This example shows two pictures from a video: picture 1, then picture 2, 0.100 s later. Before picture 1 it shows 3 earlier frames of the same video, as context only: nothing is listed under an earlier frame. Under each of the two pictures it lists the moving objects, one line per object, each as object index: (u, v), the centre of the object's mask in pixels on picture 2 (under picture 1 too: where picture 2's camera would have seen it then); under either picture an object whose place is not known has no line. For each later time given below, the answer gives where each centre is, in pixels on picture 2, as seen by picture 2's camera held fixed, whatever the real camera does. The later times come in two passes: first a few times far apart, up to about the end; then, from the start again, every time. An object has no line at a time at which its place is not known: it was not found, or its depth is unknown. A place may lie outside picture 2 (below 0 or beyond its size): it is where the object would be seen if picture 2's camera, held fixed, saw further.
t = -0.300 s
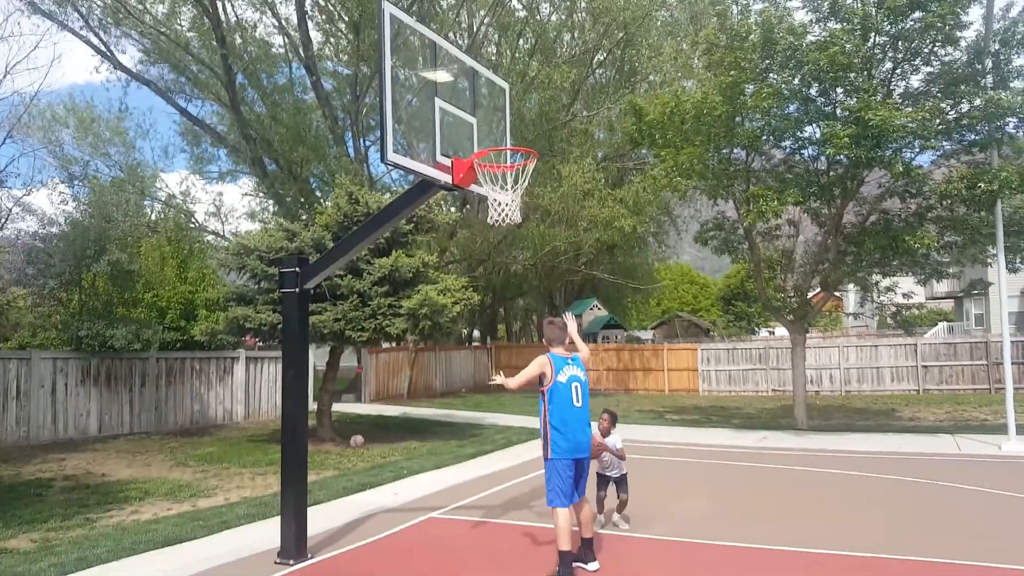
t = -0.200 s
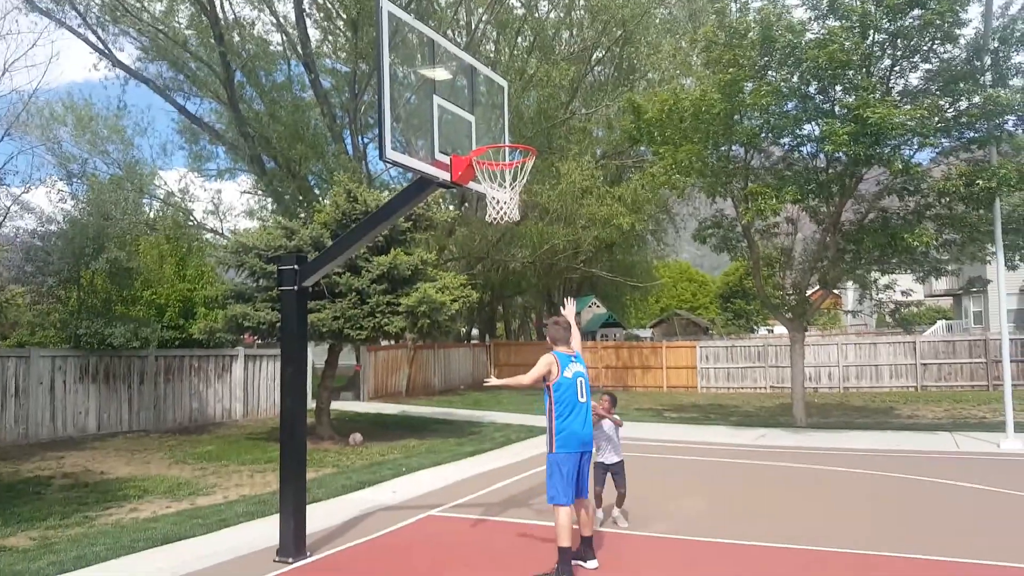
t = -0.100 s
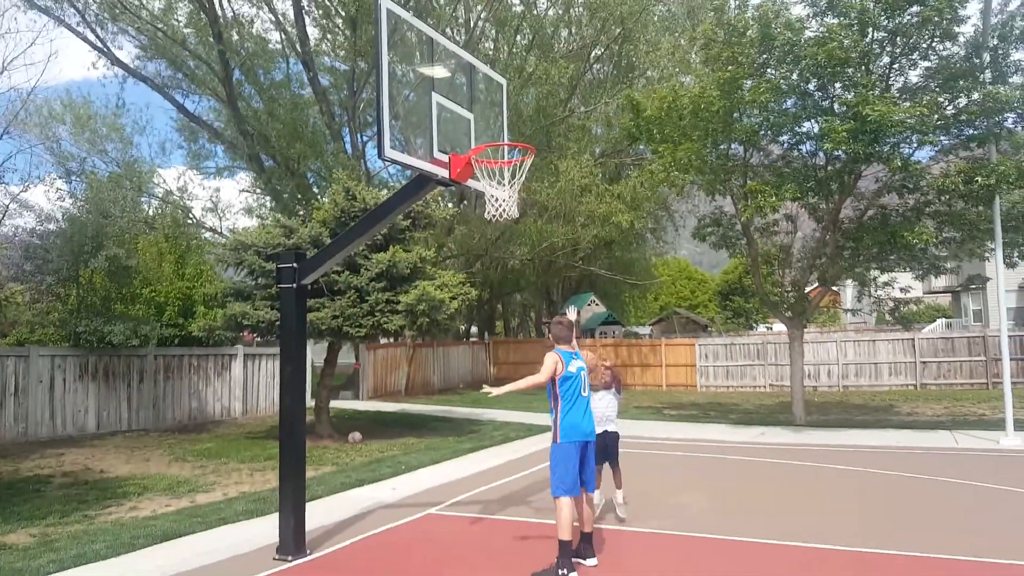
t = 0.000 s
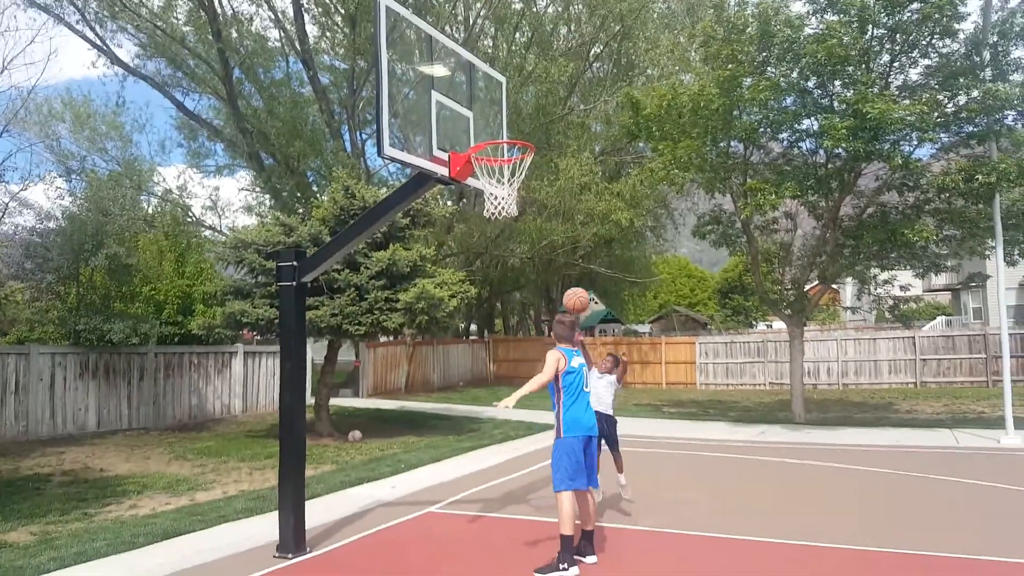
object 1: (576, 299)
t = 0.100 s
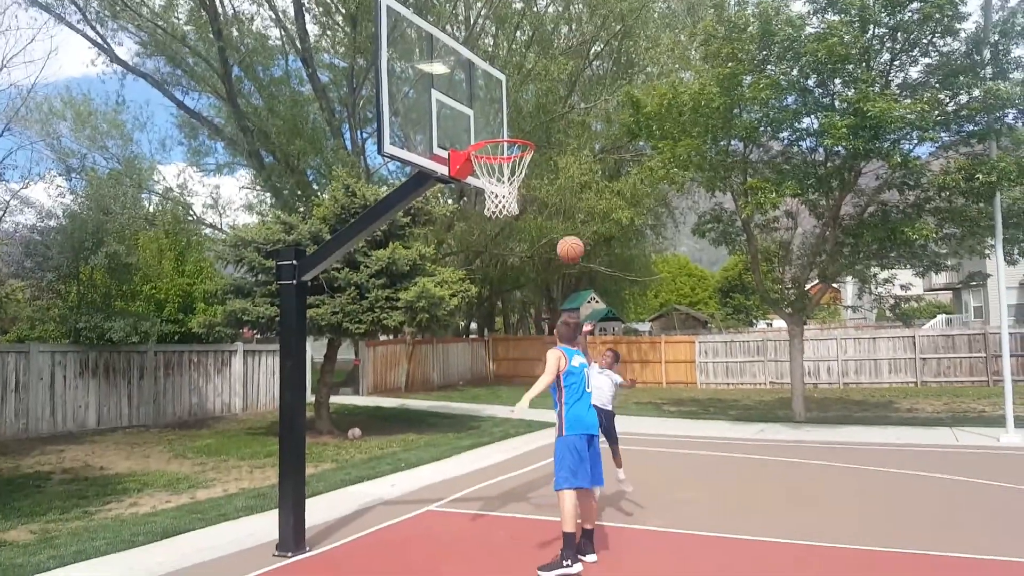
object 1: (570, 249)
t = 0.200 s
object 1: (565, 210)
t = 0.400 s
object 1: (554, 158)
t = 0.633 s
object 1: (544, 153)
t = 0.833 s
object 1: (533, 204)
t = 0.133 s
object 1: (568, 235)
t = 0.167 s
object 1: (567, 222)
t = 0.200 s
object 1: (565, 210)
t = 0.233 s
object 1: (563, 197)
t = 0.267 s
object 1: (562, 185)
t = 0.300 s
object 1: (560, 178)
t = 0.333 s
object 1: (558, 170)
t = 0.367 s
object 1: (556, 164)
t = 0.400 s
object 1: (554, 158)
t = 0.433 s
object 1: (552, 153)
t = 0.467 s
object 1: (551, 150)
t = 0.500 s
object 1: (549, 148)
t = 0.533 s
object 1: (548, 147)
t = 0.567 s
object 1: (547, 148)
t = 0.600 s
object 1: (545, 149)
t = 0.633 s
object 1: (544, 153)
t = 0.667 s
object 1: (543, 158)
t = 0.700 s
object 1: (541, 164)
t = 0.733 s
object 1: (539, 173)
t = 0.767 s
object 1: (536, 182)
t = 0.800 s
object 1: (534, 192)
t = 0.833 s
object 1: (533, 204)
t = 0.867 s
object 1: (532, 220)
